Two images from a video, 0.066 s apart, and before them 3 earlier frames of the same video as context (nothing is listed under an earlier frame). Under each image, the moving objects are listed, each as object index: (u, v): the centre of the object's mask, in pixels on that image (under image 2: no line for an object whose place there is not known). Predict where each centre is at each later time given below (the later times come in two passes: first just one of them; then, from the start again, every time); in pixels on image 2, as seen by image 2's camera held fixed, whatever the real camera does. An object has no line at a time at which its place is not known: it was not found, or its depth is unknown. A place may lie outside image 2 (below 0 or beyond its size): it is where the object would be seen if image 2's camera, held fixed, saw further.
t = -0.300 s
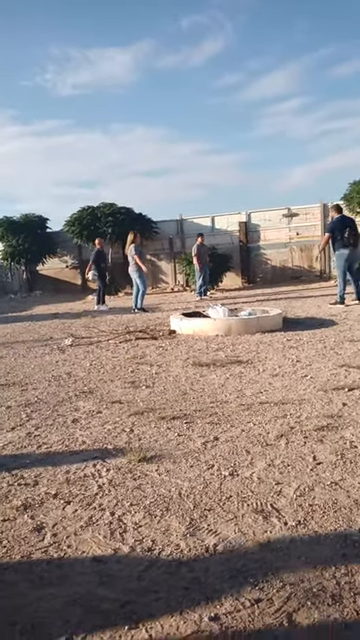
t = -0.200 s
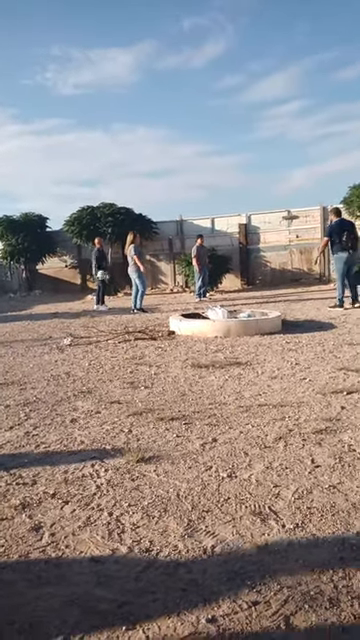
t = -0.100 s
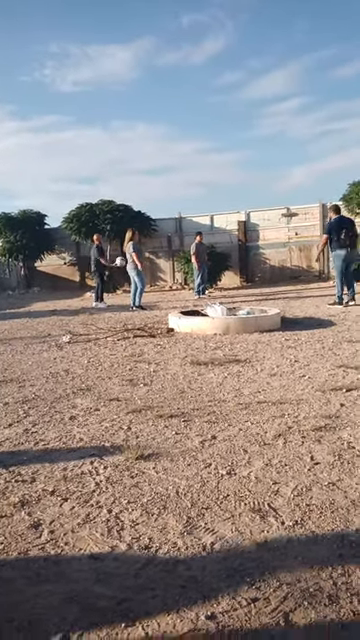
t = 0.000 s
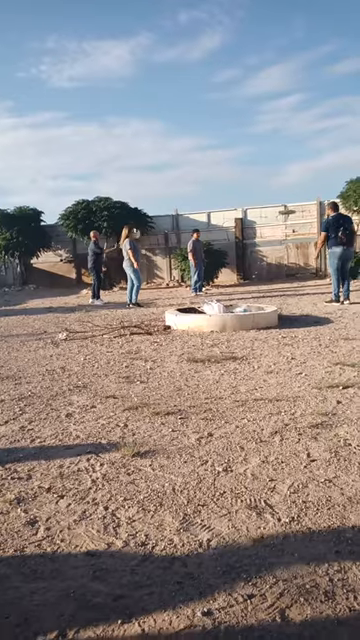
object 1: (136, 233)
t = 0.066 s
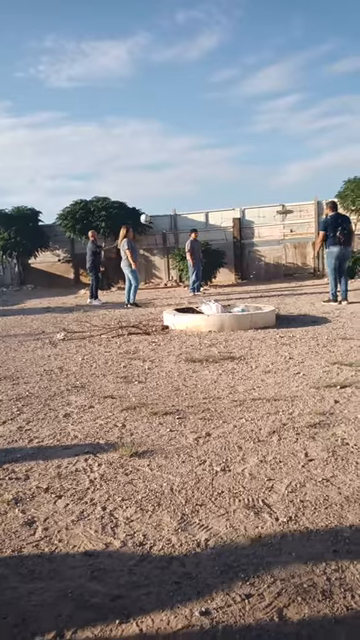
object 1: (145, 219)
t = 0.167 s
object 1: (162, 199)
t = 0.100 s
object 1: (150, 211)
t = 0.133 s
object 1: (156, 206)
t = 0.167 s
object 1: (162, 199)
